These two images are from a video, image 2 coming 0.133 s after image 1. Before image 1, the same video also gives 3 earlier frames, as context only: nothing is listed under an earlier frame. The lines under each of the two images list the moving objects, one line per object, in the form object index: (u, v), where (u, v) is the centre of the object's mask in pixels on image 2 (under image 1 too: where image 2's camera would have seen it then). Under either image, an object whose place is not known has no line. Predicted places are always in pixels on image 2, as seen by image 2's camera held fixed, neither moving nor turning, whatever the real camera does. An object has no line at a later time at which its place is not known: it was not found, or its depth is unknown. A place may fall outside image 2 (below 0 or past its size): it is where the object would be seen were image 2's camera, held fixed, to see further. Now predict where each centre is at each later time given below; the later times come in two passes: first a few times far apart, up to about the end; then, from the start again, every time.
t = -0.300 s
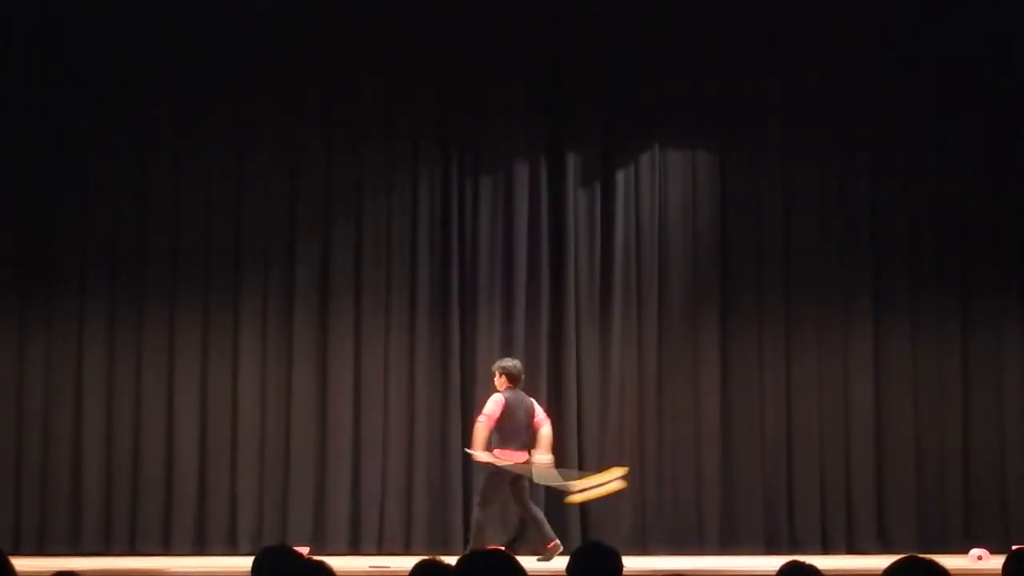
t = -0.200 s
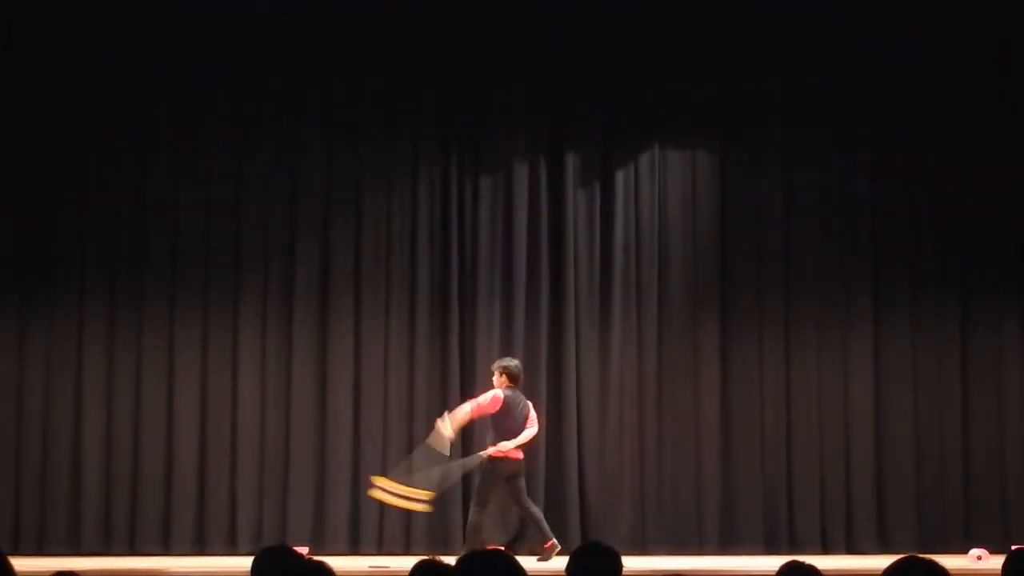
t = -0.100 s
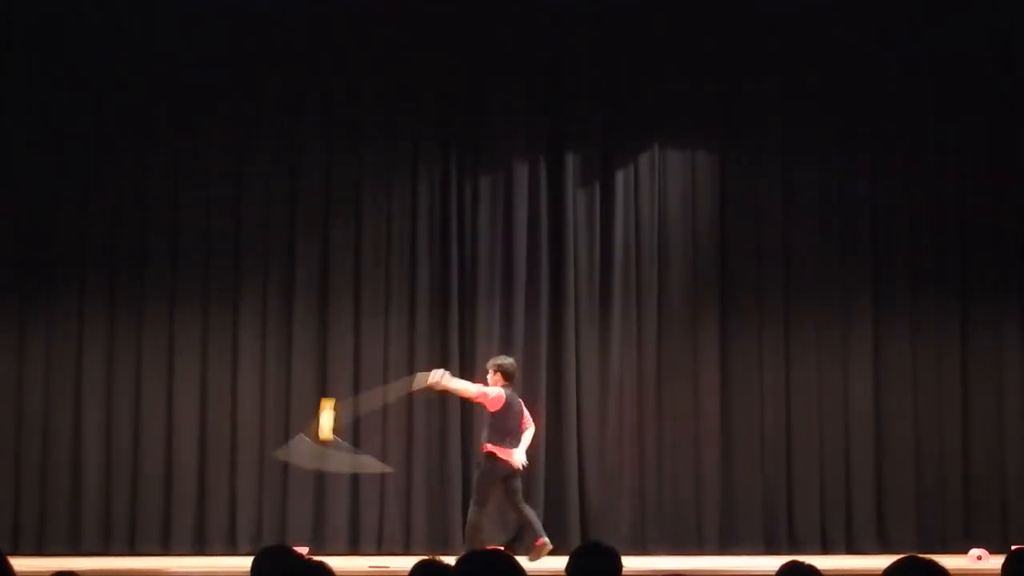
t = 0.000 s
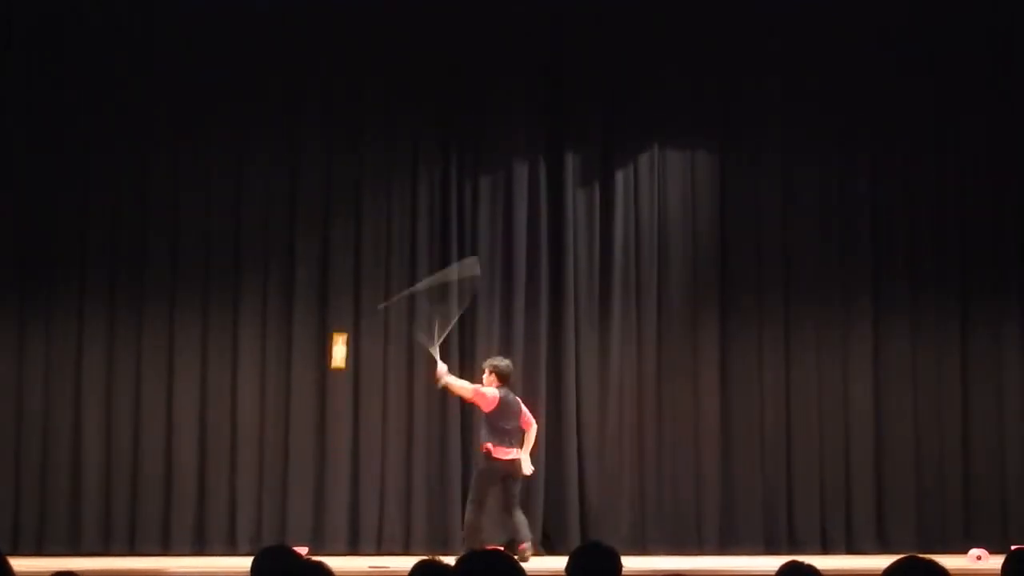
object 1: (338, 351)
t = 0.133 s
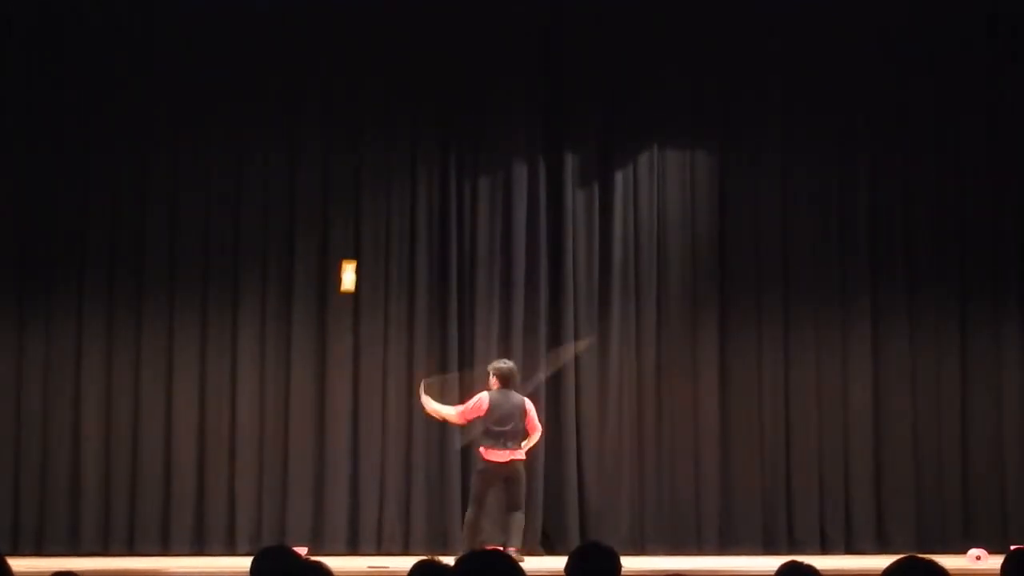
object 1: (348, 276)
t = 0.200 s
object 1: (352, 246)
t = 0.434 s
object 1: (368, 180)
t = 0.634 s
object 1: (380, 170)
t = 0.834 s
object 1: (392, 206)
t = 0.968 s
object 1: (400, 256)
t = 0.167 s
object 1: (350, 261)
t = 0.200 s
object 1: (352, 246)
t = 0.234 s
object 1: (355, 233)
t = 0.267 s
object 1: (357, 221)
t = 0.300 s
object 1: (359, 211)
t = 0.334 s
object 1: (362, 201)
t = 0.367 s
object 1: (363, 193)
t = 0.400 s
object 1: (366, 186)
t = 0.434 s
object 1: (368, 180)
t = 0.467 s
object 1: (370, 175)
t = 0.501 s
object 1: (372, 172)
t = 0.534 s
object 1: (374, 170)
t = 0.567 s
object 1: (376, 169)
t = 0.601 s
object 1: (378, 169)
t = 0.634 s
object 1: (380, 170)
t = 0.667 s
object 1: (382, 173)
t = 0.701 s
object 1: (384, 177)
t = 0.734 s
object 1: (386, 182)
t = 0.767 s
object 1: (388, 189)
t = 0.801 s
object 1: (390, 196)
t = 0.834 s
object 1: (392, 206)
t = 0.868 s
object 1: (394, 216)
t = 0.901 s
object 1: (396, 228)
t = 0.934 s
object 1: (398, 242)
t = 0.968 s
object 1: (400, 256)
